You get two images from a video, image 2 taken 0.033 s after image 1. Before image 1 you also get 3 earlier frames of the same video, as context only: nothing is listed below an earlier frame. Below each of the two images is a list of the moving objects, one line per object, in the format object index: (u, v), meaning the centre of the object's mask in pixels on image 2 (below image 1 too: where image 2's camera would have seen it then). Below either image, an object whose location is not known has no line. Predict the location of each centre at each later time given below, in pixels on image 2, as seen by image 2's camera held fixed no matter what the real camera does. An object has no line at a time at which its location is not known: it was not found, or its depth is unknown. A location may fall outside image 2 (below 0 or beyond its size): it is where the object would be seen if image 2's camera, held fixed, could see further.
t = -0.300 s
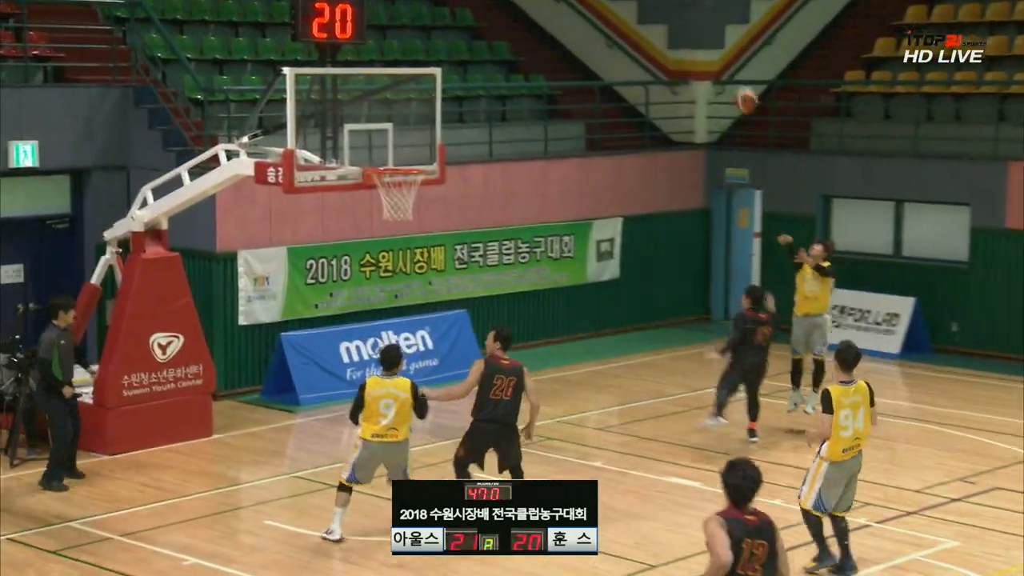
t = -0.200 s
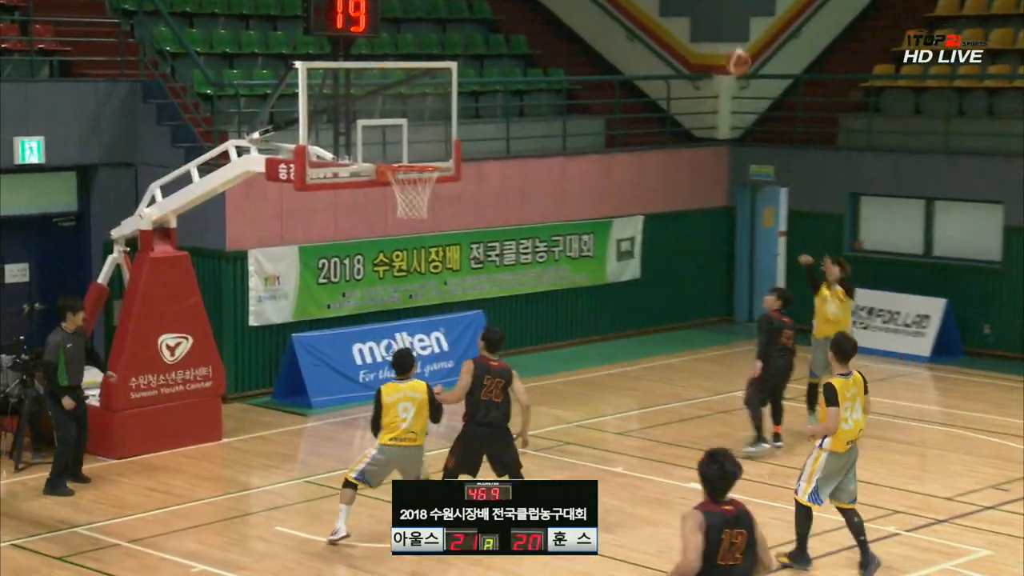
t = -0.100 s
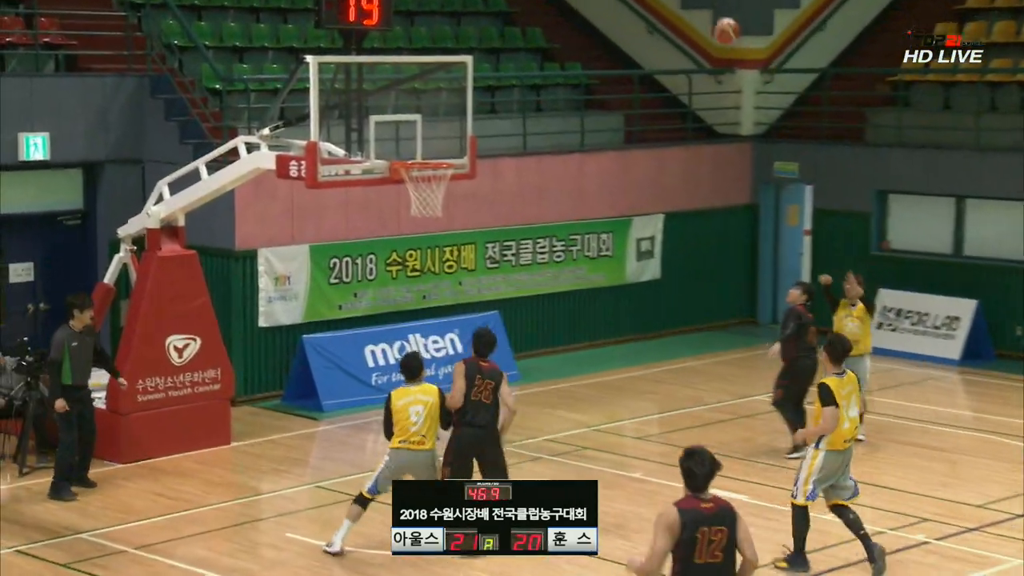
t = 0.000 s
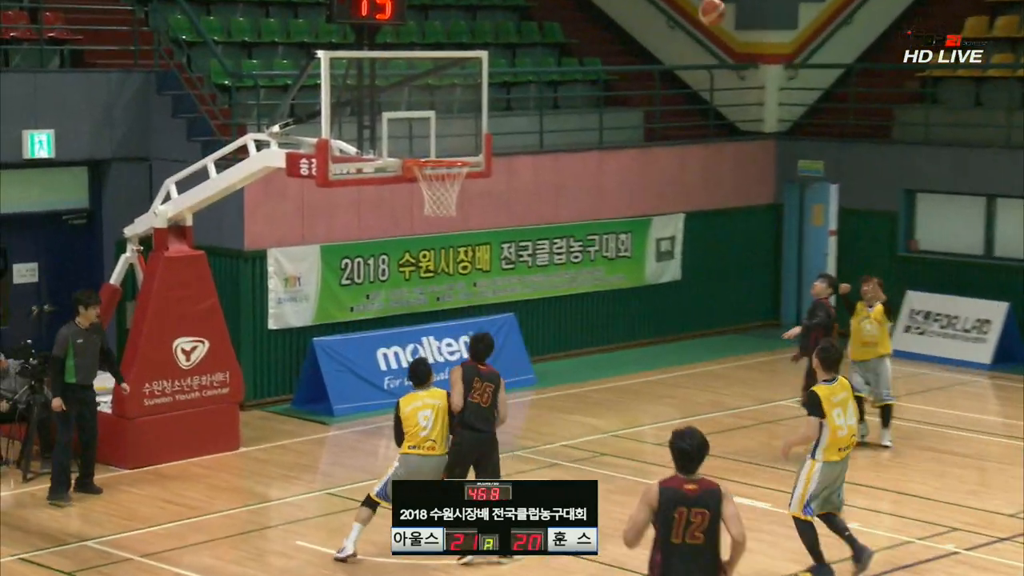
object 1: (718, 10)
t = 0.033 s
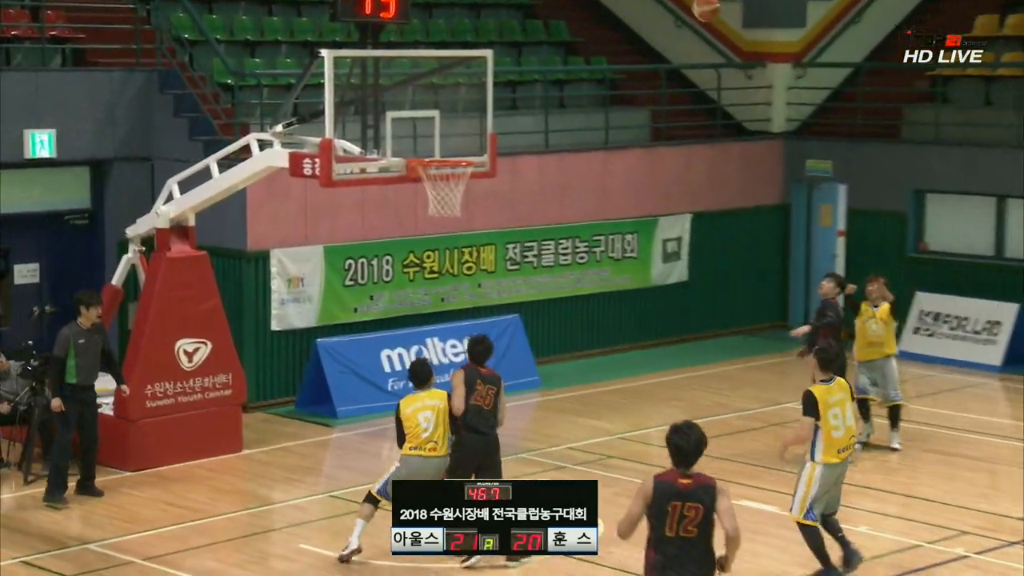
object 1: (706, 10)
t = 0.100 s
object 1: (681, 9)
